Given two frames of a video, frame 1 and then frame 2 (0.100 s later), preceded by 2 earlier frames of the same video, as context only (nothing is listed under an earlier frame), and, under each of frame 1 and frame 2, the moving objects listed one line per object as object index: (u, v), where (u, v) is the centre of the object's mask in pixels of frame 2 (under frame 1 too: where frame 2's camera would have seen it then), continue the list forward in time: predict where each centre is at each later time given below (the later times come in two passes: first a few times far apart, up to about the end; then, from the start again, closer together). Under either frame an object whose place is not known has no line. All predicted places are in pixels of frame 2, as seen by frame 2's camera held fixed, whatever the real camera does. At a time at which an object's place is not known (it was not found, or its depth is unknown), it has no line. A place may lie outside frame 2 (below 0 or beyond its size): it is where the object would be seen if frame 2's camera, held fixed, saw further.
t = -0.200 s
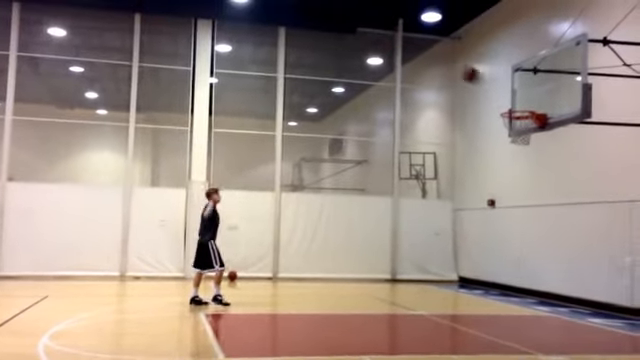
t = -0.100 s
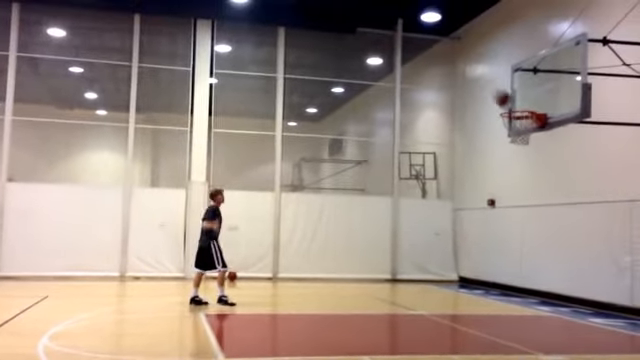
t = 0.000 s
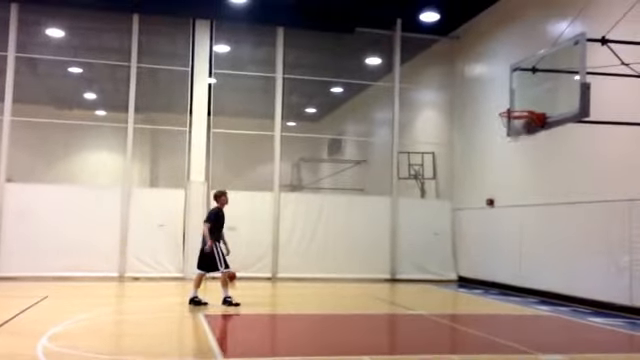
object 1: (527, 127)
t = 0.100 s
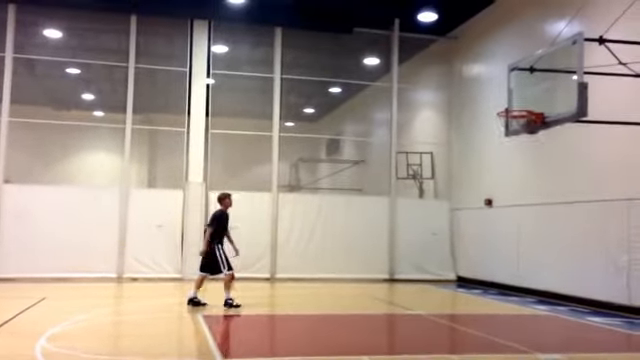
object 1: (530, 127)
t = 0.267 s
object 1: (526, 135)
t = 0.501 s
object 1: (513, 176)
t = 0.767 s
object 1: (499, 269)
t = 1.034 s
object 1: (486, 268)
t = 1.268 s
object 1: (475, 224)
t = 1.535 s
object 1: (464, 218)
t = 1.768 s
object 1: (453, 253)
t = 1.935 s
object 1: (447, 300)
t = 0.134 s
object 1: (529, 126)
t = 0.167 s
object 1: (530, 127)
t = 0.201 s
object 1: (529, 129)
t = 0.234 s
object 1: (528, 131)
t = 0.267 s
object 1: (526, 135)
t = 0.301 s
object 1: (524, 139)
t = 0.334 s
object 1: (523, 142)
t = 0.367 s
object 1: (521, 148)
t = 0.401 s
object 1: (519, 154)
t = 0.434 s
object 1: (517, 160)
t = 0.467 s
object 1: (515, 168)
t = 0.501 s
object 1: (513, 176)
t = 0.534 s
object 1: (511, 185)
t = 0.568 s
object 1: (510, 194)
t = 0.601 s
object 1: (508, 205)
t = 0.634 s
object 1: (506, 217)
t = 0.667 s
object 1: (504, 228)
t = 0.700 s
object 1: (502, 242)
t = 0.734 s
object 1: (500, 255)
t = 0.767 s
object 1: (499, 269)
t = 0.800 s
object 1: (497, 283)
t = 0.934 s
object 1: (490, 298)
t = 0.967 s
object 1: (489, 288)
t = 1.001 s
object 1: (487, 277)
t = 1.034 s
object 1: (486, 268)
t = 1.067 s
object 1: (485, 260)
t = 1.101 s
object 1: (483, 252)
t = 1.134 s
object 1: (481, 245)
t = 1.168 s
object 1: (480, 238)
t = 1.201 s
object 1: (478, 233)
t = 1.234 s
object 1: (477, 228)
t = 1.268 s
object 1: (475, 224)
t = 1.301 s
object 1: (474, 220)
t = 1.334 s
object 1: (473, 218)
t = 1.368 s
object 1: (471, 216)
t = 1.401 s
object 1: (470, 215)
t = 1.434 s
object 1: (468, 215)
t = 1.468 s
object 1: (467, 215)
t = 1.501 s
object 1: (465, 216)
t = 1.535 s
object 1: (464, 218)
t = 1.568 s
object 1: (462, 221)
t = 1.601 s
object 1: (461, 225)
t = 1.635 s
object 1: (459, 229)
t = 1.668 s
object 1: (458, 234)
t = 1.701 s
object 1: (456, 239)
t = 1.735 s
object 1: (455, 245)
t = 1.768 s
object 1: (453, 253)
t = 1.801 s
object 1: (452, 260)
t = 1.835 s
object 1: (450, 269)
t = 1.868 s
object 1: (449, 279)
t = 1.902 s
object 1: (448, 288)
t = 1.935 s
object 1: (447, 300)
